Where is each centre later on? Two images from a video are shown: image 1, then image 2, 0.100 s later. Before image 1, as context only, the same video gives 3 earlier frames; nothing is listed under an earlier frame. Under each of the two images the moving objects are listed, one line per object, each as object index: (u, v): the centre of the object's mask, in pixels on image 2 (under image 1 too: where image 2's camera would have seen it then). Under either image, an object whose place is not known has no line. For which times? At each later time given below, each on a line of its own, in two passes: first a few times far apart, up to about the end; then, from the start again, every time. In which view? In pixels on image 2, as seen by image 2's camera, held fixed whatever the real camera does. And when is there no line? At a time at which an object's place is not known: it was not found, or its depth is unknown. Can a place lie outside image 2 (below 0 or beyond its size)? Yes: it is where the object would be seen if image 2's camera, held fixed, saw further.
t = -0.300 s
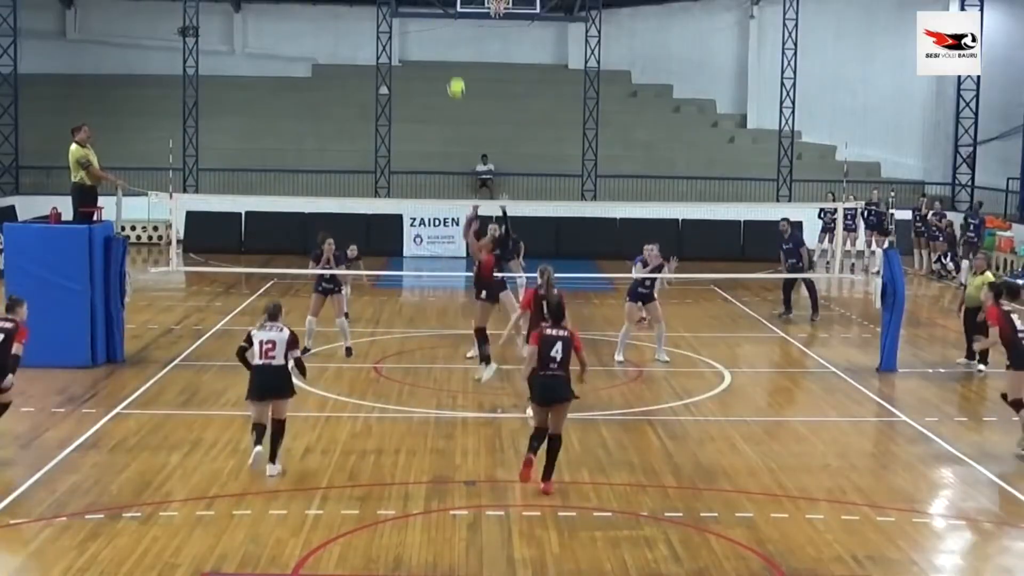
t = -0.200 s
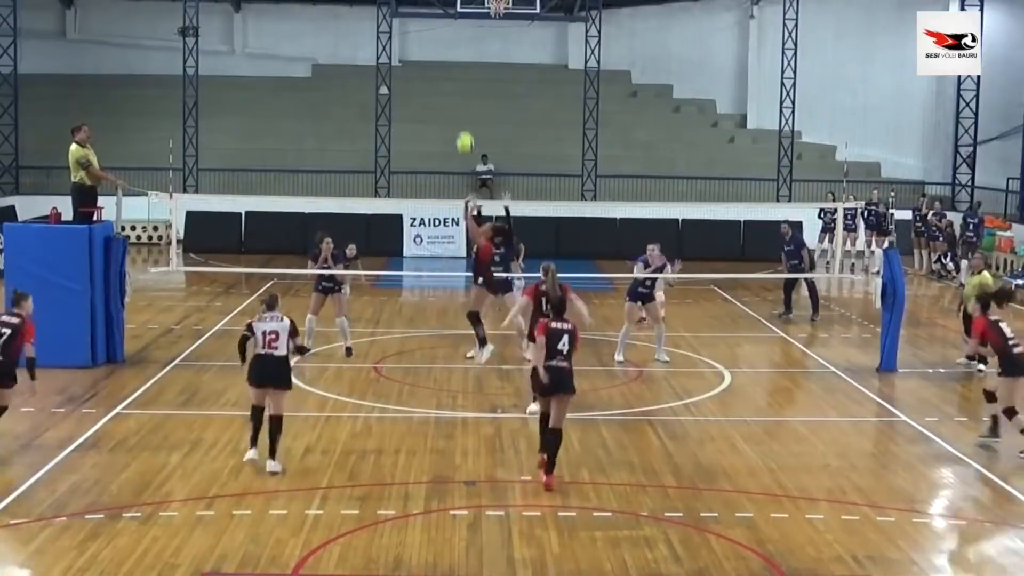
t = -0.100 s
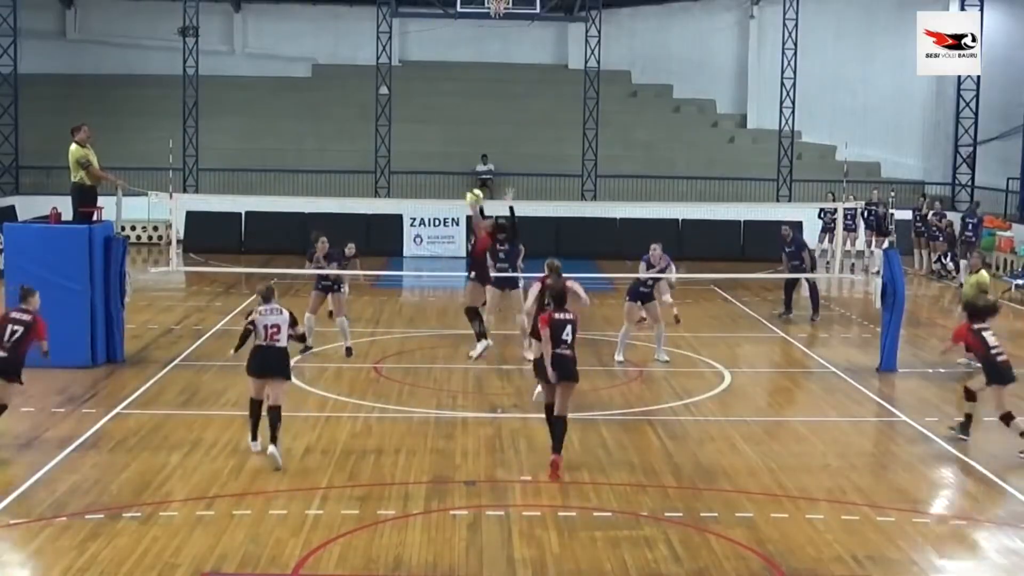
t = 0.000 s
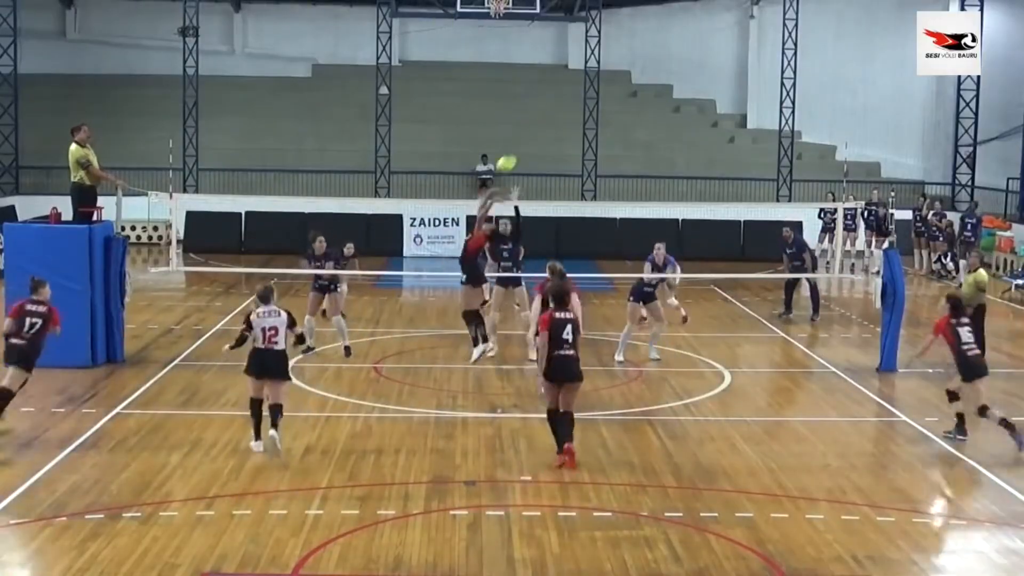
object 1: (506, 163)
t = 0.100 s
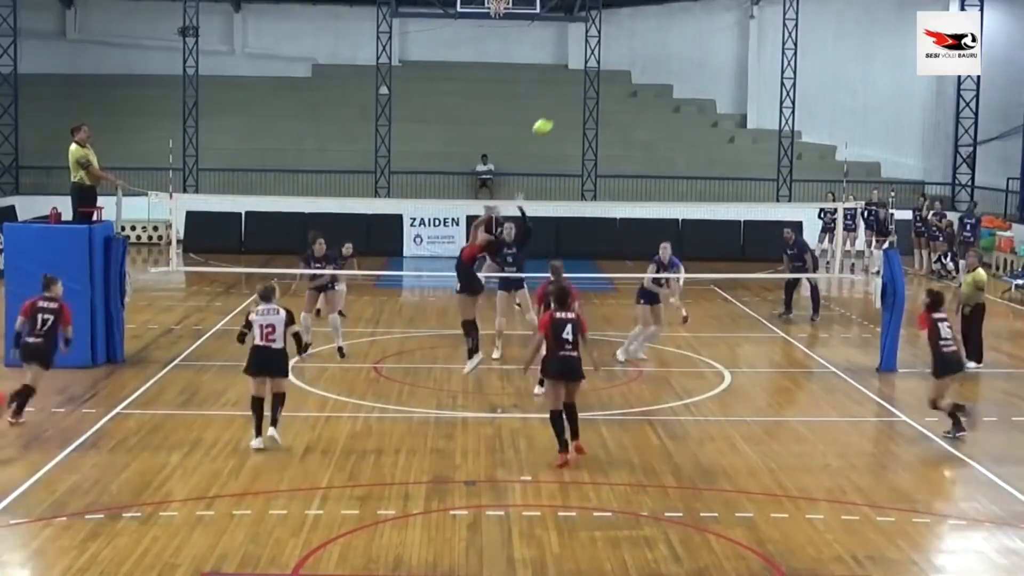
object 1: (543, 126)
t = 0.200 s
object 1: (578, 99)
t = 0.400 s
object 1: (648, 71)
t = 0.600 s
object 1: (711, 76)
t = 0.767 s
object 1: (760, 101)
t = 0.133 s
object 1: (555, 116)
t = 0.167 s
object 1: (566, 107)
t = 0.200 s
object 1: (578, 99)
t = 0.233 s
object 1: (589, 92)
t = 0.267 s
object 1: (601, 86)
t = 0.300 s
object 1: (613, 81)
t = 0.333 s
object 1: (623, 77)
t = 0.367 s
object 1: (635, 73)
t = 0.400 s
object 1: (648, 71)
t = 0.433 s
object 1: (658, 69)
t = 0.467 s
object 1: (669, 69)
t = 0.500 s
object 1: (680, 69)
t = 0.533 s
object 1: (691, 70)
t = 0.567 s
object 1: (700, 73)
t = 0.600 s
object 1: (711, 76)
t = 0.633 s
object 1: (721, 78)
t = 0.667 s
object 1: (731, 84)
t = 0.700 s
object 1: (740, 89)
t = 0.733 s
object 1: (749, 95)
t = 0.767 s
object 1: (760, 101)
